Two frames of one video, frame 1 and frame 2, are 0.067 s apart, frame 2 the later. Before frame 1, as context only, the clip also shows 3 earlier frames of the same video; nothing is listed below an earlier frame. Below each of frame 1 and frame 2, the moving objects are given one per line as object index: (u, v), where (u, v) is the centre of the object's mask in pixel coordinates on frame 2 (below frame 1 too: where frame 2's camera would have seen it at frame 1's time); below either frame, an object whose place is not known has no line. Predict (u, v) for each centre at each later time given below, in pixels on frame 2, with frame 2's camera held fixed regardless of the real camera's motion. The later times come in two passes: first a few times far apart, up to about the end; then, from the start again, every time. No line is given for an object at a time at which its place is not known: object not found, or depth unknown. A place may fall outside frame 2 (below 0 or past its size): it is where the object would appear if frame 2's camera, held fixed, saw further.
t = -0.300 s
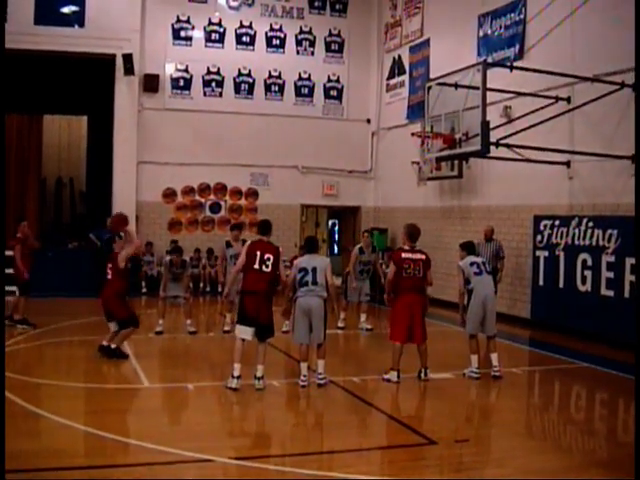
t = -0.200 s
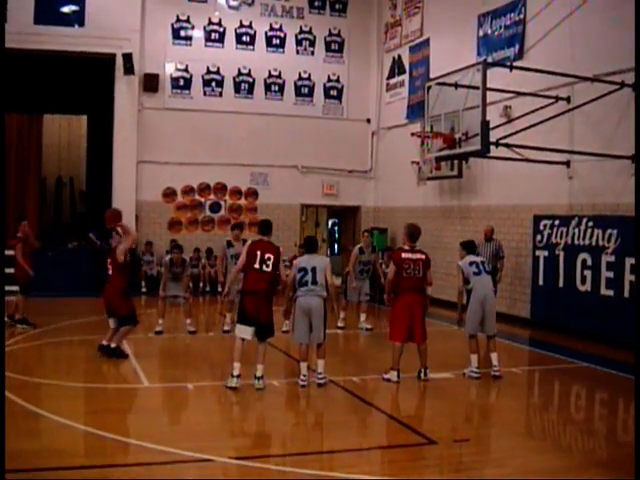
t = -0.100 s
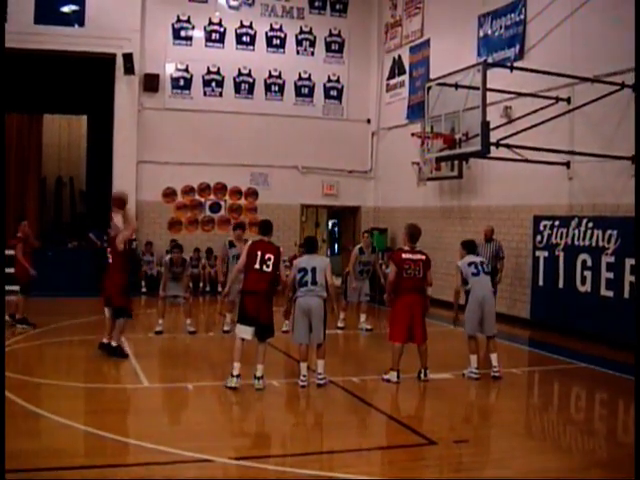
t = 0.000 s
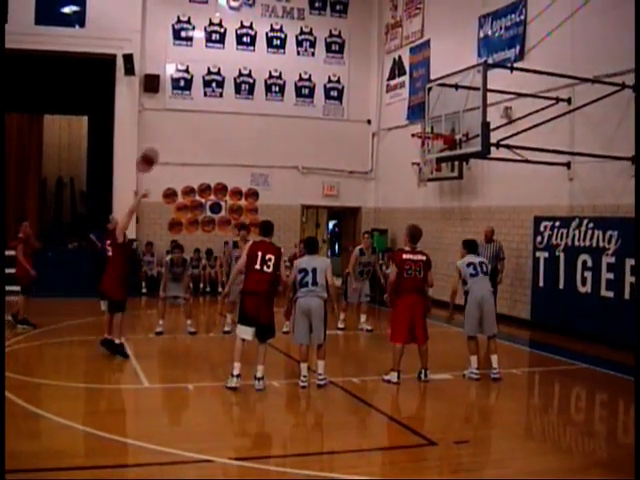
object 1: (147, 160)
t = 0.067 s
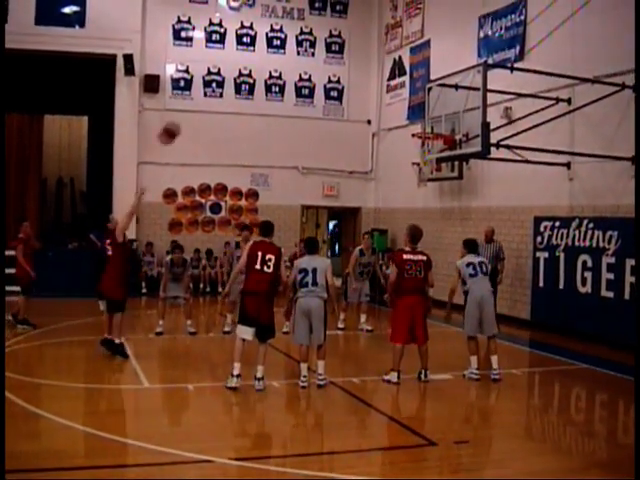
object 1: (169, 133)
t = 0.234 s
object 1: (222, 81)
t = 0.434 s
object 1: (281, 51)
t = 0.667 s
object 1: (345, 52)
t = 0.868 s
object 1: (397, 84)
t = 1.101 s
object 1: (429, 120)
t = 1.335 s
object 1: (384, 103)
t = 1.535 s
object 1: (351, 117)
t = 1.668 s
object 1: (329, 140)
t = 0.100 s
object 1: (179, 121)
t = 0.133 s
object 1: (190, 110)
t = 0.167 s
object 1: (199, 101)
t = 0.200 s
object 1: (210, 91)
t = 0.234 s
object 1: (222, 81)
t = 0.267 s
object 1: (232, 74)
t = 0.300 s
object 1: (242, 68)
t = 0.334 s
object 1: (252, 62)
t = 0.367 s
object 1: (262, 57)
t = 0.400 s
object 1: (271, 54)
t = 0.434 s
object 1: (281, 51)
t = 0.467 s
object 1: (290, 48)
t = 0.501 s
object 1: (298, 48)
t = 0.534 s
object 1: (309, 47)
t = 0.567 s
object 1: (318, 47)
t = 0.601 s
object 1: (327, 48)
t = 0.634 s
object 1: (336, 48)
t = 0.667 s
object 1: (345, 52)
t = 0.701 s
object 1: (355, 55)
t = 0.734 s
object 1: (363, 59)
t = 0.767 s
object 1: (372, 63)
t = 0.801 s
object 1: (379, 69)
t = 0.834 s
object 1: (388, 74)
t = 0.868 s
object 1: (397, 84)
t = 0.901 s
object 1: (403, 90)
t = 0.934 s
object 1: (415, 99)
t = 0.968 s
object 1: (423, 106)
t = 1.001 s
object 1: (430, 118)
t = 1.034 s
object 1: (437, 127)
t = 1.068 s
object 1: (435, 125)
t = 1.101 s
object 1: (429, 120)
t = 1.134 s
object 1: (422, 116)
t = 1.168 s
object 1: (416, 114)
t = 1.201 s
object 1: (408, 109)
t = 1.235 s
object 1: (403, 106)
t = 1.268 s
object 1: (397, 104)
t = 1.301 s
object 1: (391, 103)
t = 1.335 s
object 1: (384, 103)
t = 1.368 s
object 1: (379, 104)
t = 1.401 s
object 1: (373, 105)
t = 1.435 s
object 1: (367, 108)
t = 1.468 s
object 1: (362, 110)
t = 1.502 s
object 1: (356, 114)
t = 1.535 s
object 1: (351, 117)
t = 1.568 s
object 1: (345, 122)
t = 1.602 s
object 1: (339, 128)
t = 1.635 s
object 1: (334, 134)
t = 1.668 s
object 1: (329, 140)
